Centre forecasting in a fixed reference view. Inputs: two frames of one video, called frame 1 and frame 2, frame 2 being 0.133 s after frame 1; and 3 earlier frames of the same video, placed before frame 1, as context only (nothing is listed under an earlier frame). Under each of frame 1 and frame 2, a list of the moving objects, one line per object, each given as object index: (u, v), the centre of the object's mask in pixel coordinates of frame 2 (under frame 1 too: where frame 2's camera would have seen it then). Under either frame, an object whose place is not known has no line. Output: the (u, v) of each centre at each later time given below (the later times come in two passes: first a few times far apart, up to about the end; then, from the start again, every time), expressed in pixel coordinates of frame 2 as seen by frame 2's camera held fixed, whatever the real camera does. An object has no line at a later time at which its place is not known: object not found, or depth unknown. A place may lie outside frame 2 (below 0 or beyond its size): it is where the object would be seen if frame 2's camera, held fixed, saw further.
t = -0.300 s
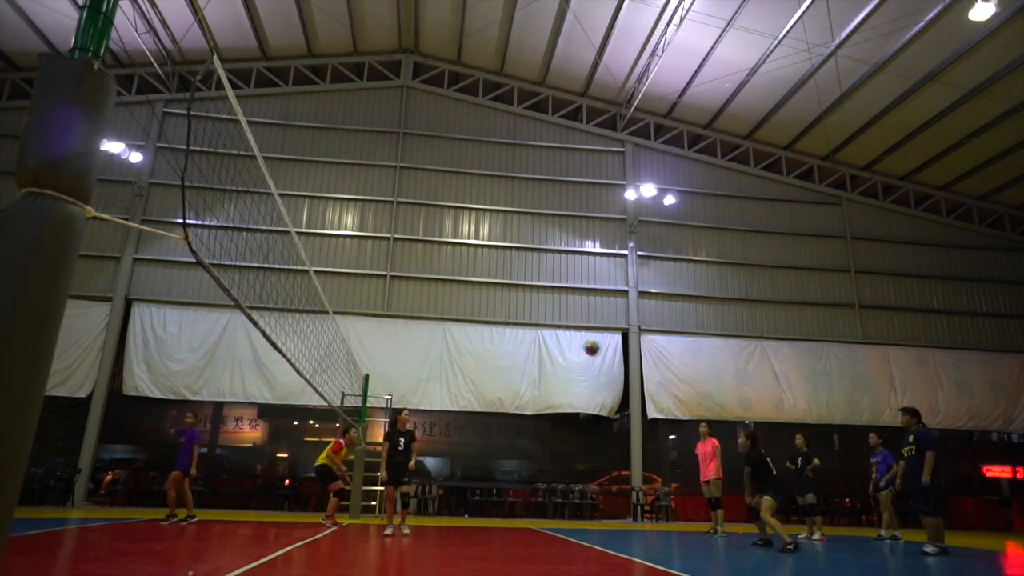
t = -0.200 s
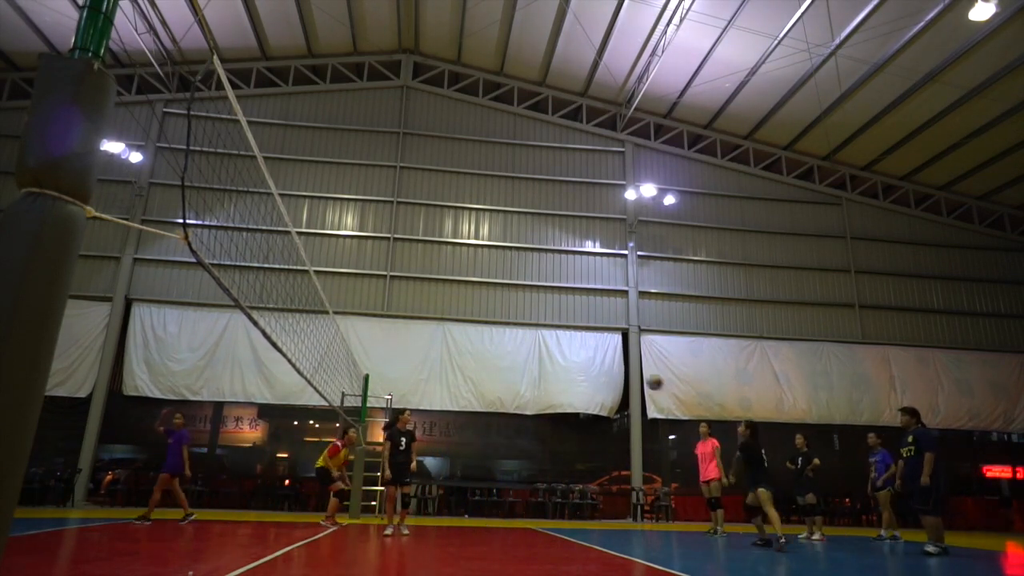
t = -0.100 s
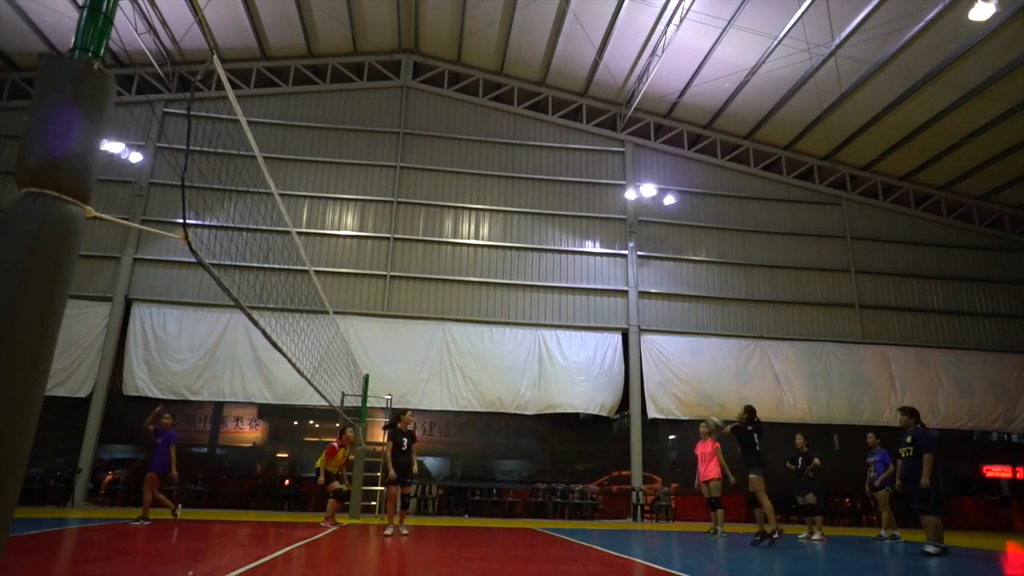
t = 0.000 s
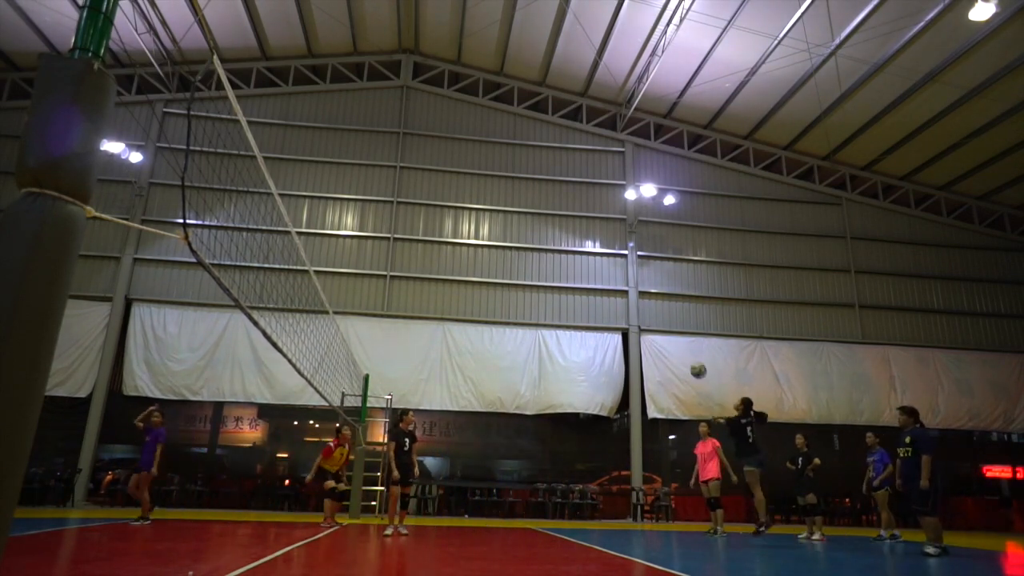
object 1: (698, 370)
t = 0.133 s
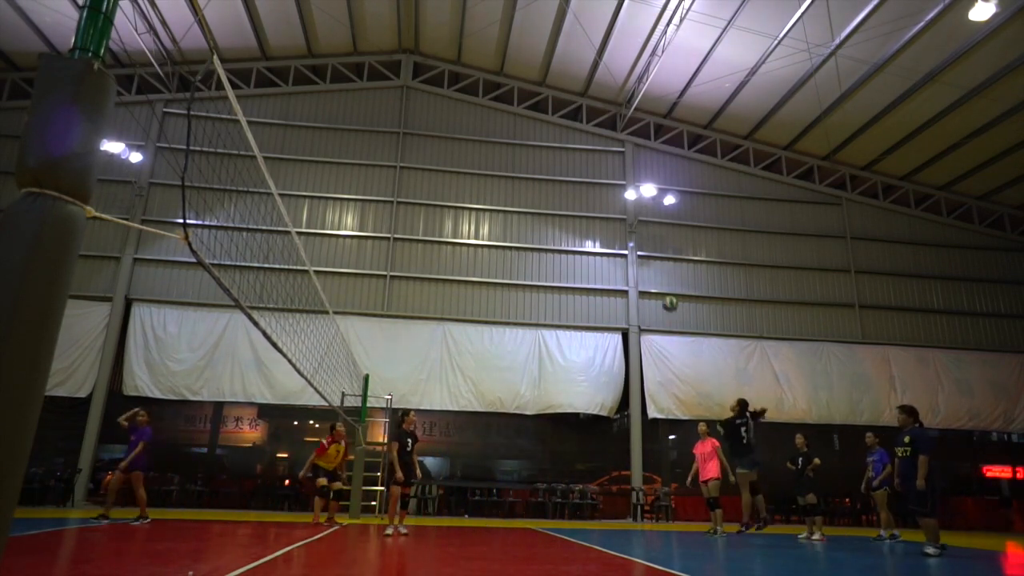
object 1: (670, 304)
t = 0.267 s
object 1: (644, 254)
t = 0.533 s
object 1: (596, 196)
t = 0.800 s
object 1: (550, 186)
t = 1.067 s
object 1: (502, 225)
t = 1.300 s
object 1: (456, 300)
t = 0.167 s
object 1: (663, 289)
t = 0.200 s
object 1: (656, 278)
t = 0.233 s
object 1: (650, 266)
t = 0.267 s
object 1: (644, 254)
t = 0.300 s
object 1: (637, 245)
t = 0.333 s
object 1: (632, 235)
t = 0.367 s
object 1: (625, 226)
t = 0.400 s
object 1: (620, 219)
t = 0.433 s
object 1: (614, 211)
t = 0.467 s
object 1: (607, 207)
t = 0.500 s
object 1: (602, 201)
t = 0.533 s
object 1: (596, 196)
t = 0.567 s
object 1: (590, 192)
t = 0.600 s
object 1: (584, 189)
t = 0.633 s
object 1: (578, 187)
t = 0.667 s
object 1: (572, 185)
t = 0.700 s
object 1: (567, 184)
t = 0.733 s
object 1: (562, 184)
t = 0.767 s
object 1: (555, 184)
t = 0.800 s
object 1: (550, 186)
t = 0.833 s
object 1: (544, 188)
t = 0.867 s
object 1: (538, 191)
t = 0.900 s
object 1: (531, 194)
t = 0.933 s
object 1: (526, 198)
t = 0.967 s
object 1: (519, 204)
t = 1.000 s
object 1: (514, 210)
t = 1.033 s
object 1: (509, 216)
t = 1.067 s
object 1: (502, 225)
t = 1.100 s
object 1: (496, 233)
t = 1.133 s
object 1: (490, 241)
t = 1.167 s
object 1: (483, 252)
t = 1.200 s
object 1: (477, 263)
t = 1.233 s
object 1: (469, 274)
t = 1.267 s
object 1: (463, 287)
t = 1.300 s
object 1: (456, 300)
